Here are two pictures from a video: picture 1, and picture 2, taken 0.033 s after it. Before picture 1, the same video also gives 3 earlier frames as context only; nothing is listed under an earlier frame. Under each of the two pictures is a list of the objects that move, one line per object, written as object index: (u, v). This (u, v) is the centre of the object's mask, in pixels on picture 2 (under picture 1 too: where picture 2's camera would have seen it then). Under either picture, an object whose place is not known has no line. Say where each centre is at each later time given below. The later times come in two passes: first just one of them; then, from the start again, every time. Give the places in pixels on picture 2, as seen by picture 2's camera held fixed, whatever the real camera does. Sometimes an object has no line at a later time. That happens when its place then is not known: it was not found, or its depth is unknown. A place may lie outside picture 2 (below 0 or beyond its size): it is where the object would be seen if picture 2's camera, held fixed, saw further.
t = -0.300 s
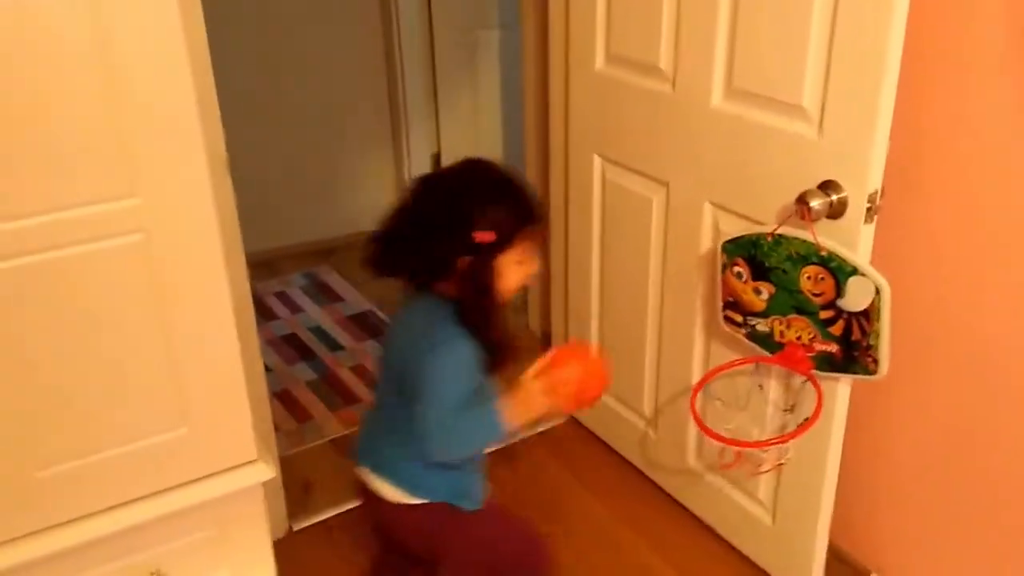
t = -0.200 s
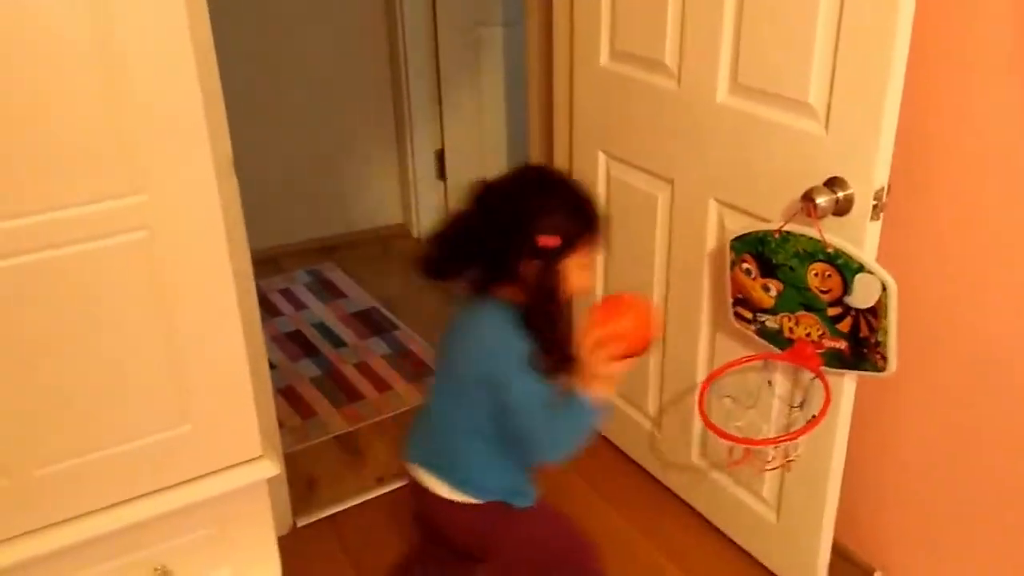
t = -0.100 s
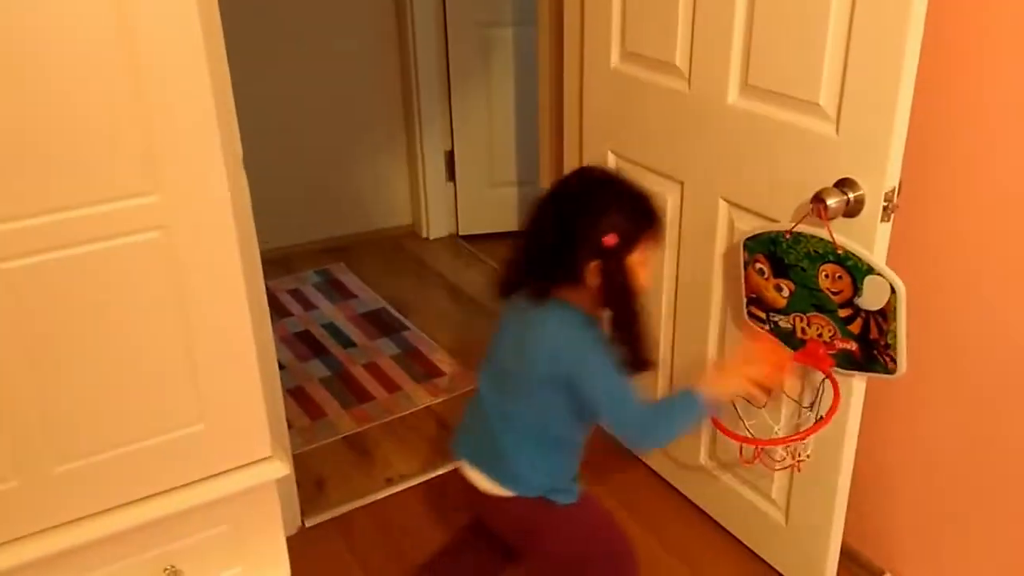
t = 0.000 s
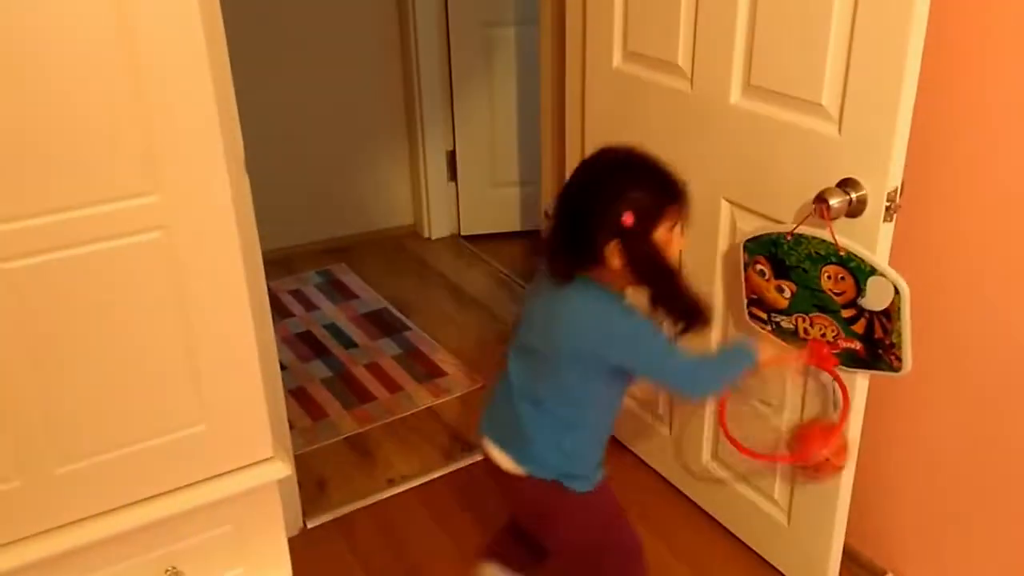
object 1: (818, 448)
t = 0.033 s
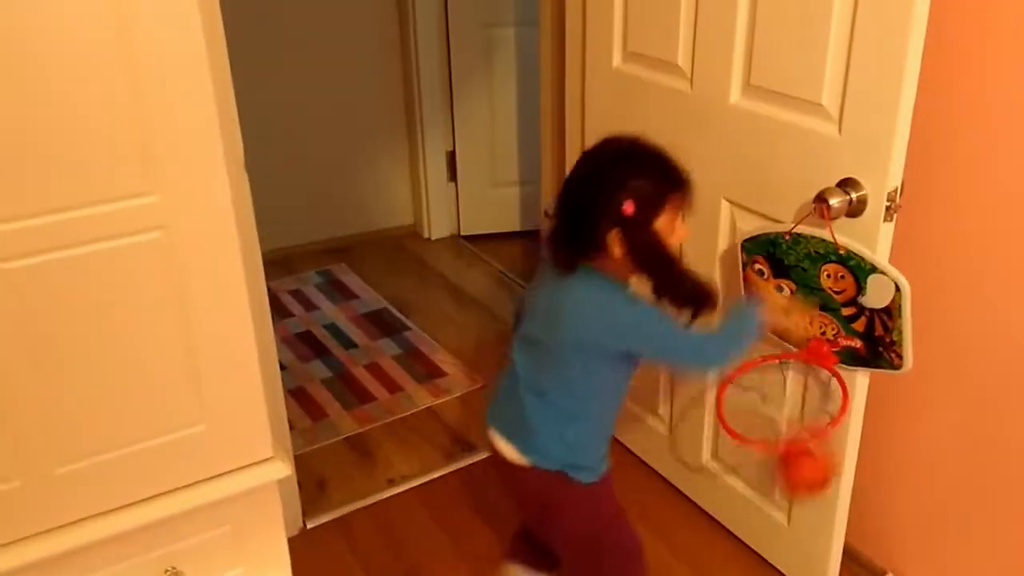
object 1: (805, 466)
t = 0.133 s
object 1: (750, 553)
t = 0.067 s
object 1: (785, 495)
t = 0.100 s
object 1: (768, 525)
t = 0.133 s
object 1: (750, 553)
